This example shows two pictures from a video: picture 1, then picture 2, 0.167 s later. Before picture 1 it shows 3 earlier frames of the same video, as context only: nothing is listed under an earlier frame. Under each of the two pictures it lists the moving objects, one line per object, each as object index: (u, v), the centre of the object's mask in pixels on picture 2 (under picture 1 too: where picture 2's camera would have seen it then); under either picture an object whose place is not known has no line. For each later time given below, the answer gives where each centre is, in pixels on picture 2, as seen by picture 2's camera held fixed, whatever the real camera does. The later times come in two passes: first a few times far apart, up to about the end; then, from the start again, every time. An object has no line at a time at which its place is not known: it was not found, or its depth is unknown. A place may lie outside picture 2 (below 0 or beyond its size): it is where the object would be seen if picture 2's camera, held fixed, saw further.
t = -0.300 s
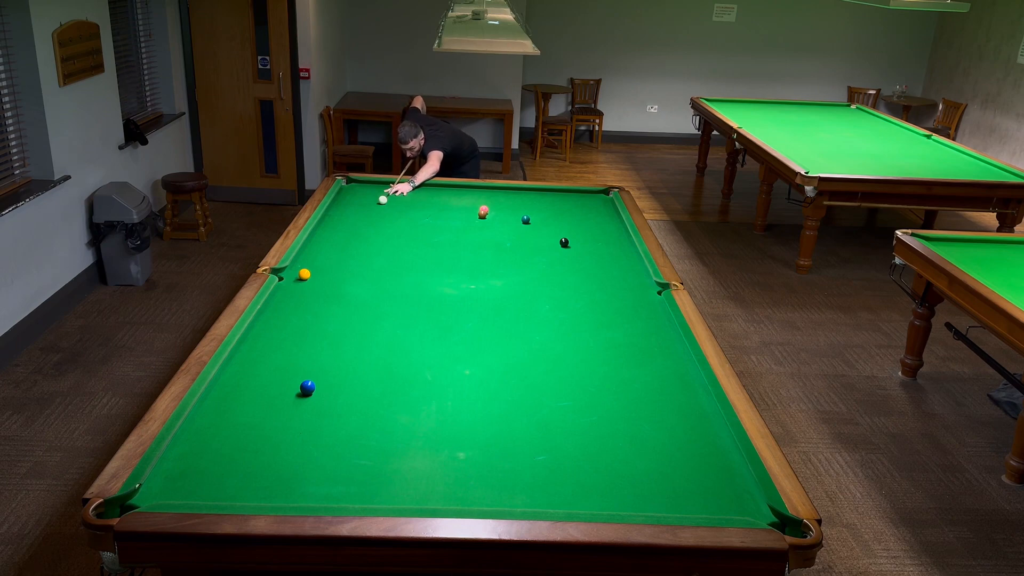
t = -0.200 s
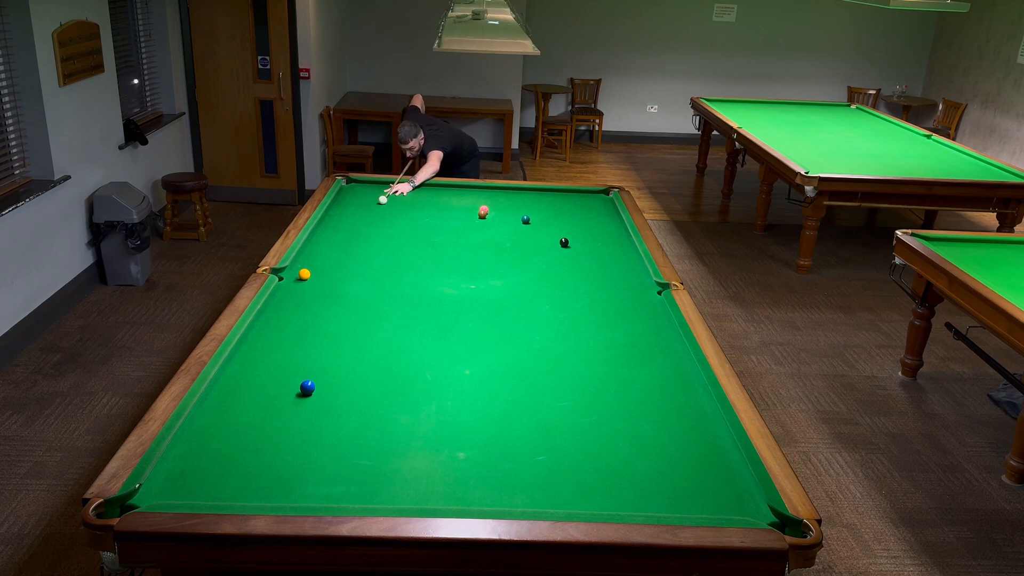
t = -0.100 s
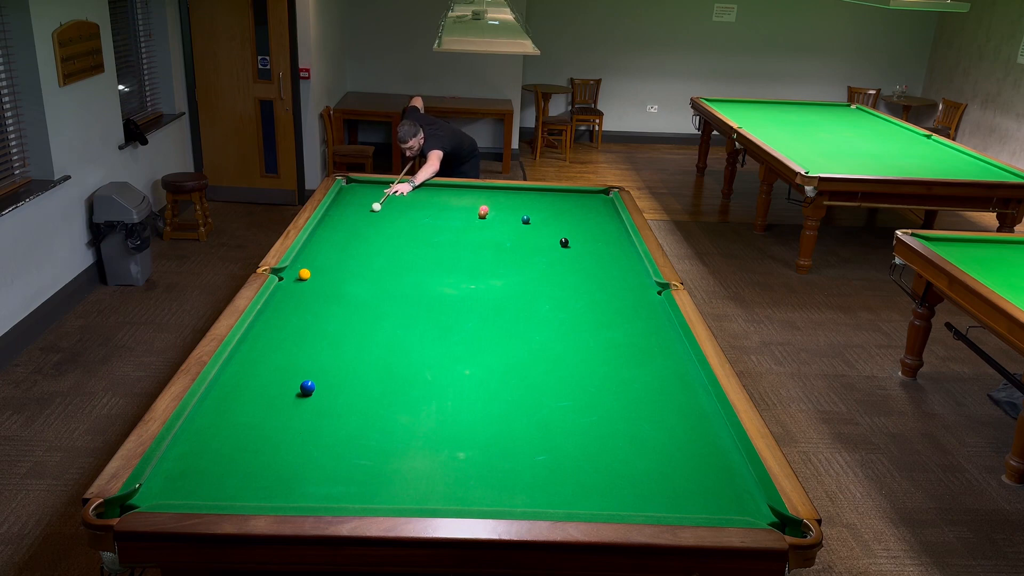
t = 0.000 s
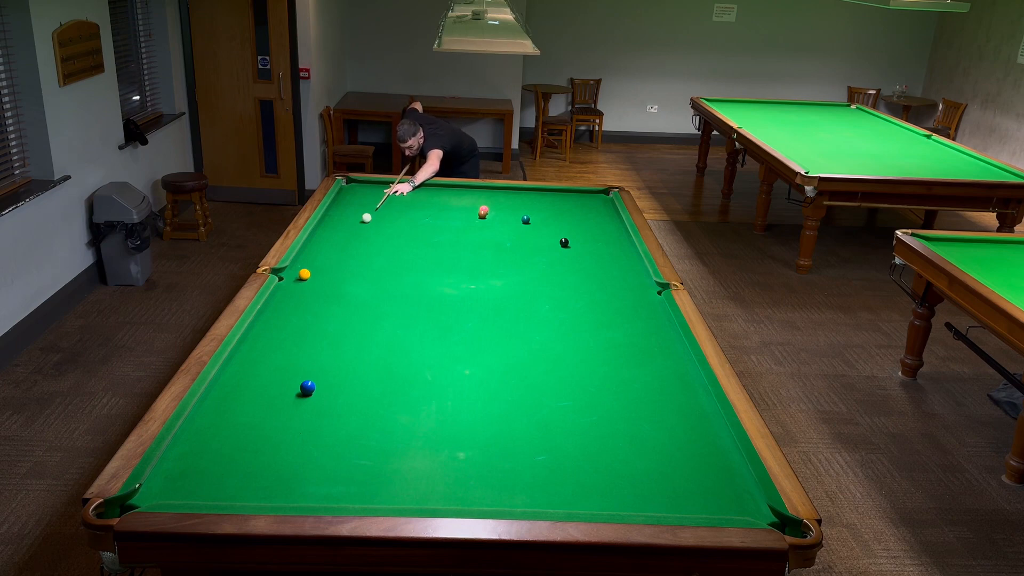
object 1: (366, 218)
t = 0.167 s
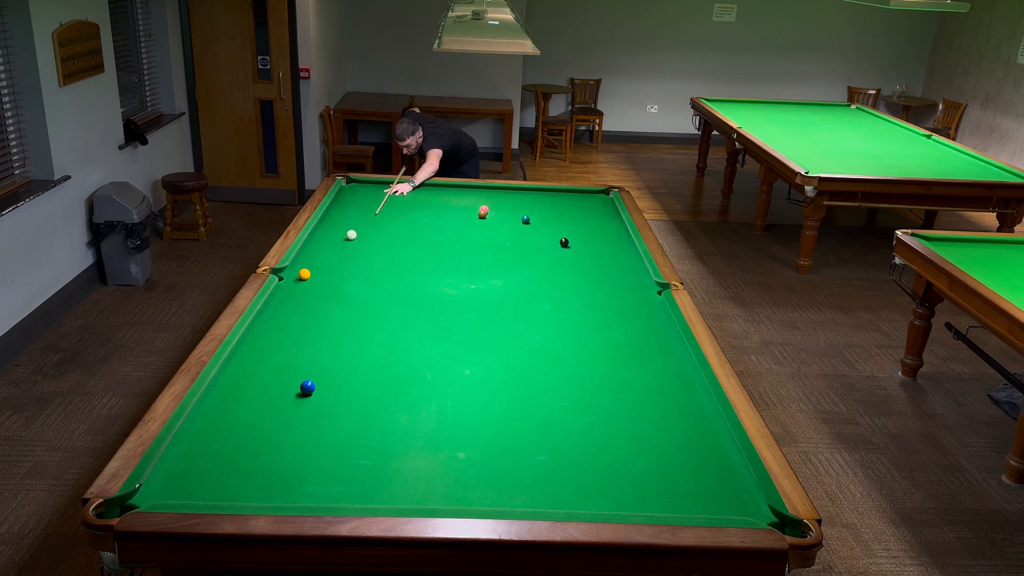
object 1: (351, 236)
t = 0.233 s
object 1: (344, 243)
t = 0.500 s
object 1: (316, 275)
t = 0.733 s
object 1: (293, 310)
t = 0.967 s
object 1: (267, 353)
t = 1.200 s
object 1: (233, 406)
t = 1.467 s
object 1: (184, 486)
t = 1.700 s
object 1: (207, 442)
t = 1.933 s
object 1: (235, 392)
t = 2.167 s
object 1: (258, 353)
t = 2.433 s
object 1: (278, 316)
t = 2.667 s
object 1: (293, 290)
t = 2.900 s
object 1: (306, 268)
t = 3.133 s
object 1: (316, 249)
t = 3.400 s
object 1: (327, 231)
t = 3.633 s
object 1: (335, 217)
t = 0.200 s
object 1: (347, 239)
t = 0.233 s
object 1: (344, 243)
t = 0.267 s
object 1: (341, 247)
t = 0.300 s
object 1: (338, 250)
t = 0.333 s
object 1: (334, 254)
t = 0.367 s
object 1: (330, 258)
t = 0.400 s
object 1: (327, 262)
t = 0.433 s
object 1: (323, 267)
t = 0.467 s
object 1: (319, 271)
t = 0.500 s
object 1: (316, 275)
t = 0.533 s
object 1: (313, 280)
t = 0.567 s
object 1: (309, 285)
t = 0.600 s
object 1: (306, 290)
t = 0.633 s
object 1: (303, 295)
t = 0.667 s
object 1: (300, 300)
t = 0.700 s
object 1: (297, 305)
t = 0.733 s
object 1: (293, 310)
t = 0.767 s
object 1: (290, 316)
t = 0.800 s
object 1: (286, 322)
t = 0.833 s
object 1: (282, 327)
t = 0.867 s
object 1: (279, 334)
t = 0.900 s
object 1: (275, 340)
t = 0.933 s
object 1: (271, 346)
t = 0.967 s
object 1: (267, 353)
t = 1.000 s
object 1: (262, 360)
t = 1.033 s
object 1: (258, 367)
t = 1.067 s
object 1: (253, 374)
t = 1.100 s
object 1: (249, 382)
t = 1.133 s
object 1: (244, 390)
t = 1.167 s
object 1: (239, 398)
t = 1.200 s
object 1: (233, 406)
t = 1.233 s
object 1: (228, 415)
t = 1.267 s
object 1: (222, 424)
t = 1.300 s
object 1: (216, 434)
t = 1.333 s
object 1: (210, 443)
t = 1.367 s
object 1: (204, 453)
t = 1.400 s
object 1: (198, 464)
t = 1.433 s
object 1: (191, 475)
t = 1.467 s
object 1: (184, 486)
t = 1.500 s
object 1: (178, 495)
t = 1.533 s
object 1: (181, 487)
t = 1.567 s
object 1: (187, 476)
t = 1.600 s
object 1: (193, 468)
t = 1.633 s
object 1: (198, 459)
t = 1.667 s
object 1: (203, 450)
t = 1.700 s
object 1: (207, 442)
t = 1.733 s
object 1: (212, 435)
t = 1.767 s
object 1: (216, 427)
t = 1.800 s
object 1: (220, 420)
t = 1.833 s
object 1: (224, 413)
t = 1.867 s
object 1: (228, 406)
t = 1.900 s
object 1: (231, 399)
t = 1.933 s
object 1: (235, 392)
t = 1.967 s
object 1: (239, 386)
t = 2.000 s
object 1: (242, 380)
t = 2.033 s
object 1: (245, 374)
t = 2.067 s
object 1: (248, 369)
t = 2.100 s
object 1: (251, 363)
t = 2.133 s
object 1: (254, 358)
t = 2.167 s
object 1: (258, 353)
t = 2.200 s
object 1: (260, 348)
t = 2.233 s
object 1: (263, 343)
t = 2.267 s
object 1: (266, 338)
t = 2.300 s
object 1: (269, 333)
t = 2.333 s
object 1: (271, 329)
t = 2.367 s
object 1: (273, 324)
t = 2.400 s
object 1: (276, 320)
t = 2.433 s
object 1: (278, 316)
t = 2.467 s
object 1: (281, 312)
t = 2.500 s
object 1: (283, 308)
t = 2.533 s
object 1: (285, 304)
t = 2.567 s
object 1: (287, 301)
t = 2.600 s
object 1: (289, 297)
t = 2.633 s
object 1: (291, 293)
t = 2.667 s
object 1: (293, 290)
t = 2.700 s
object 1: (295, 286)
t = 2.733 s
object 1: (297, 283)
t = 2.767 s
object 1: (299, 280)
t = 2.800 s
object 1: (300, 277)
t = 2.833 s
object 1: (302, 274)
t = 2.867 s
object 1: (304, 271)
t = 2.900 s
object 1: (306, 268)
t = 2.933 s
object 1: (307, 265)
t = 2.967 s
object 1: (309, 262)
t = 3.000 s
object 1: (310, 260)
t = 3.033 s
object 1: (312, 257)
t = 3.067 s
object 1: (314, 254)
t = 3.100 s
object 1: (315, 252)
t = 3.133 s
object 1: (316, 249)
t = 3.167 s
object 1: (318, 247)
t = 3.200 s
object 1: (319, 244)
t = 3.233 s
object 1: (321, 242)
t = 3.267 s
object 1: (322, 240)
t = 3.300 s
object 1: (323, 237)
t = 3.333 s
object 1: (324, 235)
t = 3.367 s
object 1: (326, 233)
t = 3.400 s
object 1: (327, 231)
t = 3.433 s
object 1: (328, 229)
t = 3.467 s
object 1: (329, 227)
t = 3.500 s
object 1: (330, 225)
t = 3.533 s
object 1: (331, 223)
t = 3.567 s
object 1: (333, 221)
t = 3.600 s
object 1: (334, 219)
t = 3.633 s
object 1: (335, 217)
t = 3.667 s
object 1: (336, 215)
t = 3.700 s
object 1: (337, 213)
